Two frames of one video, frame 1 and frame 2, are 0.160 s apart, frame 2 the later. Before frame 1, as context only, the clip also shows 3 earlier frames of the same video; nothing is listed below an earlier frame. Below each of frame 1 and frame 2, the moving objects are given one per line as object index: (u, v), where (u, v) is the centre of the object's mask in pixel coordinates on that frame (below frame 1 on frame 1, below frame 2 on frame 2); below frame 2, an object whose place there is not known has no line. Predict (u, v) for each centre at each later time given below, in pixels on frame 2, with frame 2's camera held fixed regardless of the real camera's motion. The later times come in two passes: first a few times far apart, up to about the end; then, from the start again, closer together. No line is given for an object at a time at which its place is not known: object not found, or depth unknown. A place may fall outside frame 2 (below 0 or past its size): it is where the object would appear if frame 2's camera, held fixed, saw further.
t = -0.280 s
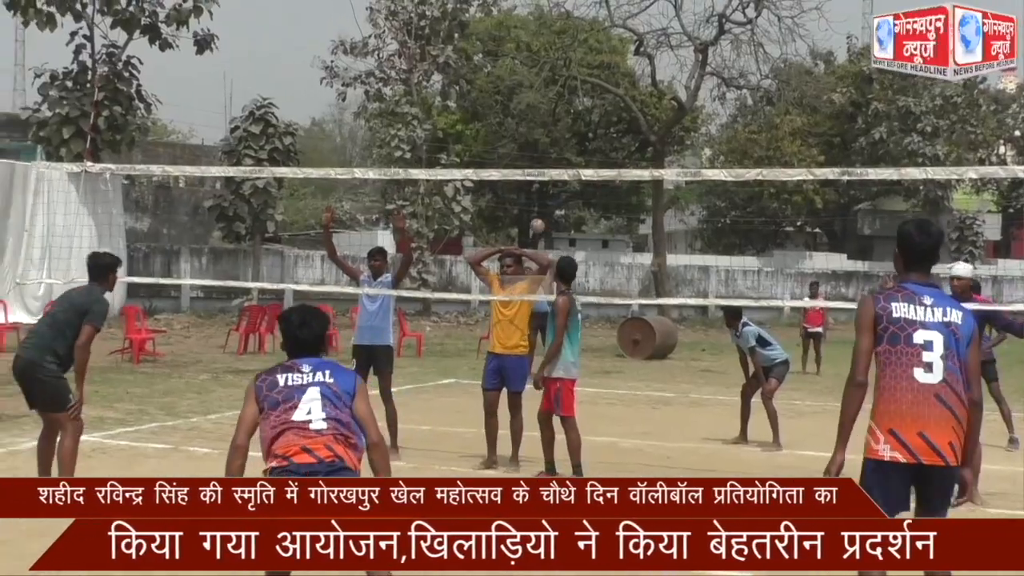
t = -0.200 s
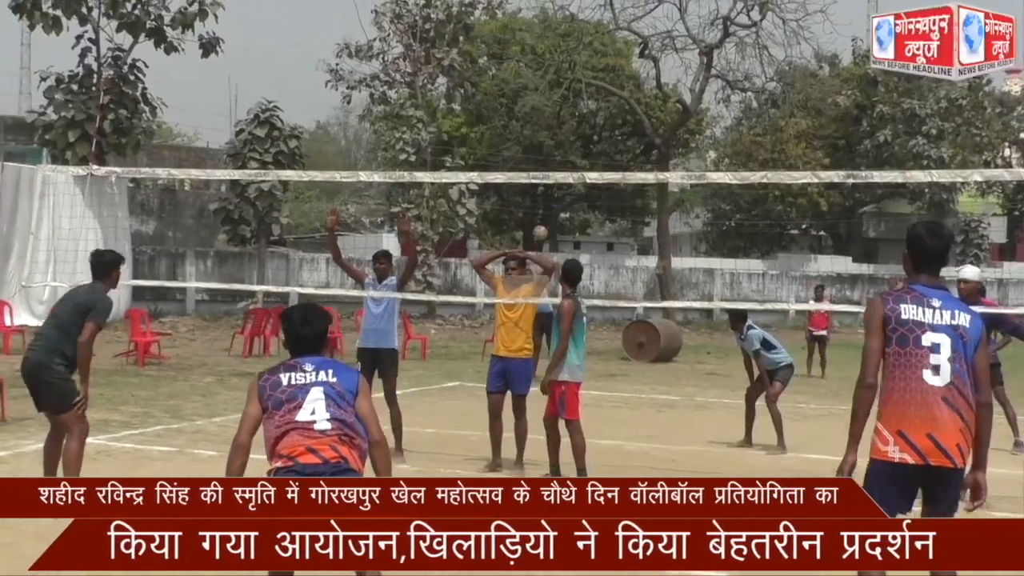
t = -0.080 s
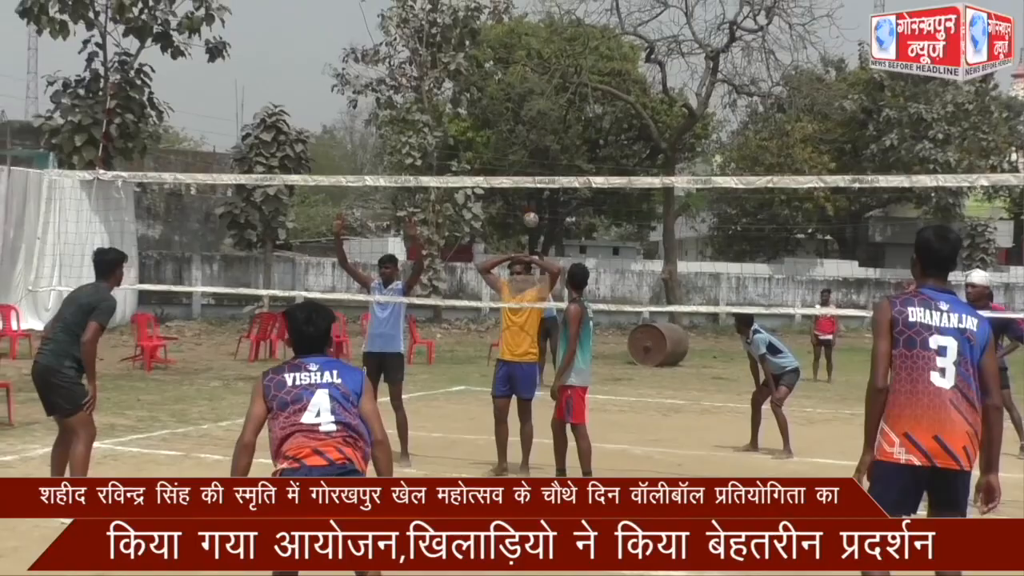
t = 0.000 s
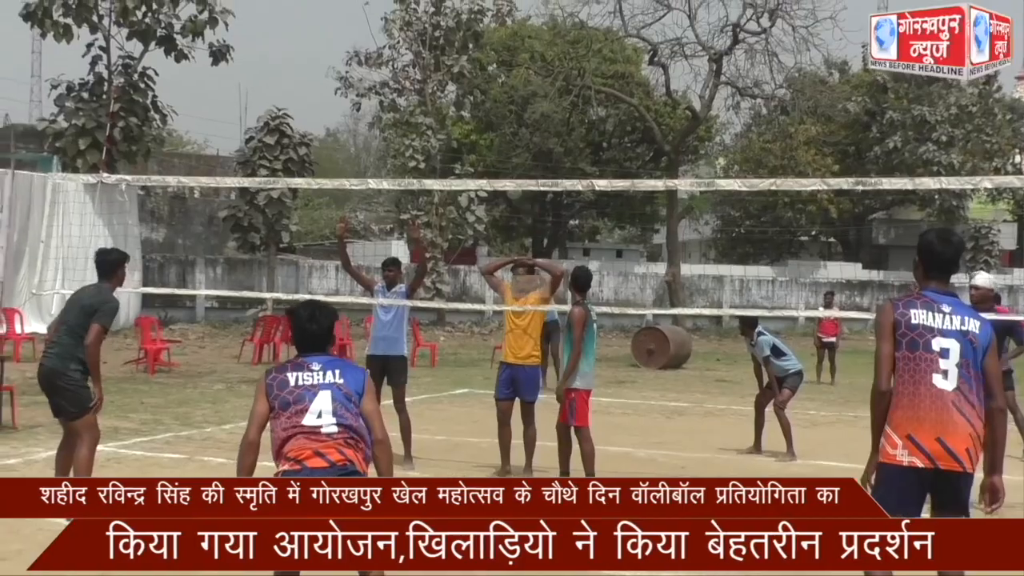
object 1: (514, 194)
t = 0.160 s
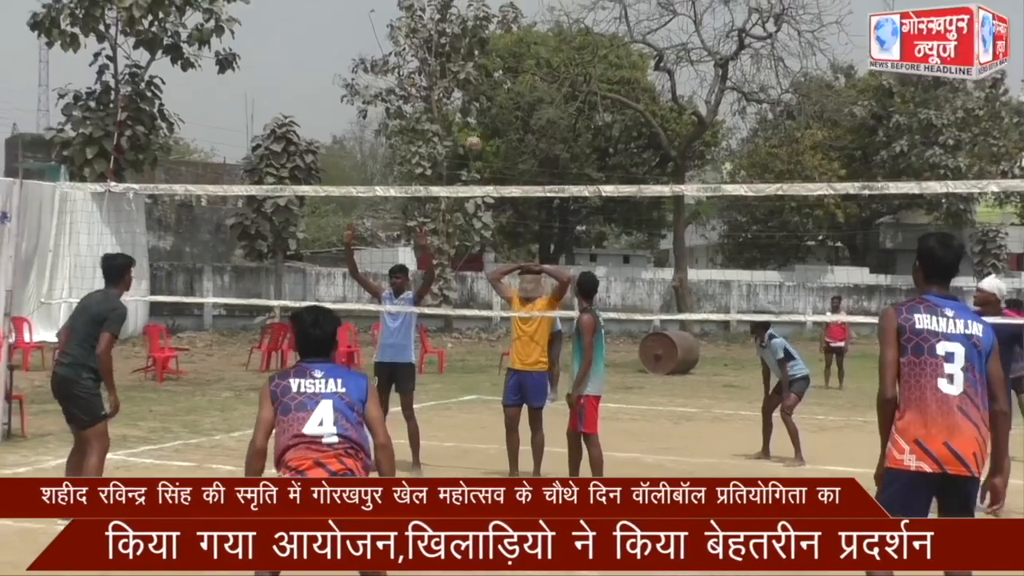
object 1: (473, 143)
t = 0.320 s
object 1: (414, 108)
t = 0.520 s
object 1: (325, 96)
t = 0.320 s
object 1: (414, 108)
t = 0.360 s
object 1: (397, 103)
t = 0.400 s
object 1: (381, 99)
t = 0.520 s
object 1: (325, 96)
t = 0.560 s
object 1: (304, 97)
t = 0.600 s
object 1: (283, 104)
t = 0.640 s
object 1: (258, 107)
